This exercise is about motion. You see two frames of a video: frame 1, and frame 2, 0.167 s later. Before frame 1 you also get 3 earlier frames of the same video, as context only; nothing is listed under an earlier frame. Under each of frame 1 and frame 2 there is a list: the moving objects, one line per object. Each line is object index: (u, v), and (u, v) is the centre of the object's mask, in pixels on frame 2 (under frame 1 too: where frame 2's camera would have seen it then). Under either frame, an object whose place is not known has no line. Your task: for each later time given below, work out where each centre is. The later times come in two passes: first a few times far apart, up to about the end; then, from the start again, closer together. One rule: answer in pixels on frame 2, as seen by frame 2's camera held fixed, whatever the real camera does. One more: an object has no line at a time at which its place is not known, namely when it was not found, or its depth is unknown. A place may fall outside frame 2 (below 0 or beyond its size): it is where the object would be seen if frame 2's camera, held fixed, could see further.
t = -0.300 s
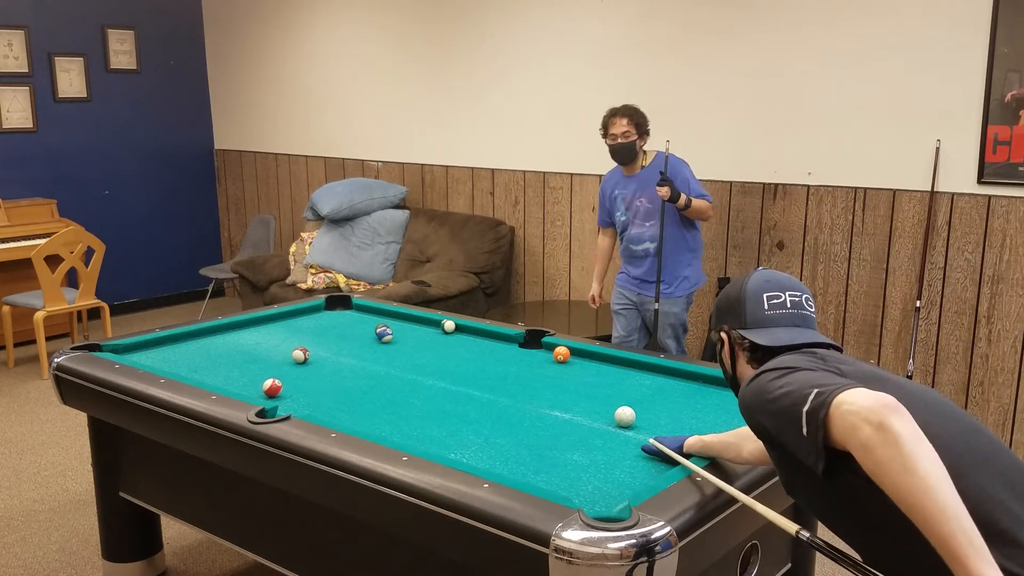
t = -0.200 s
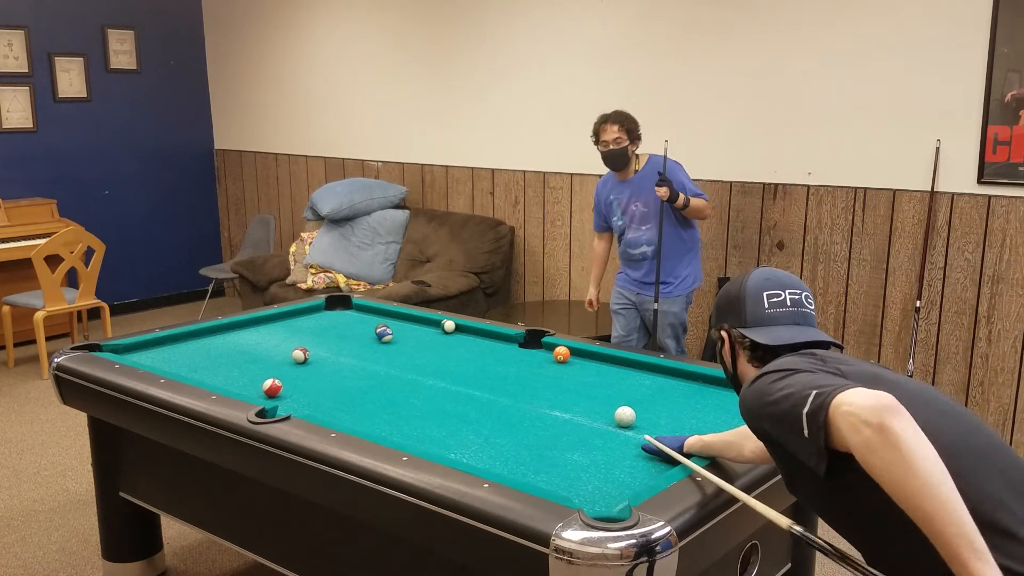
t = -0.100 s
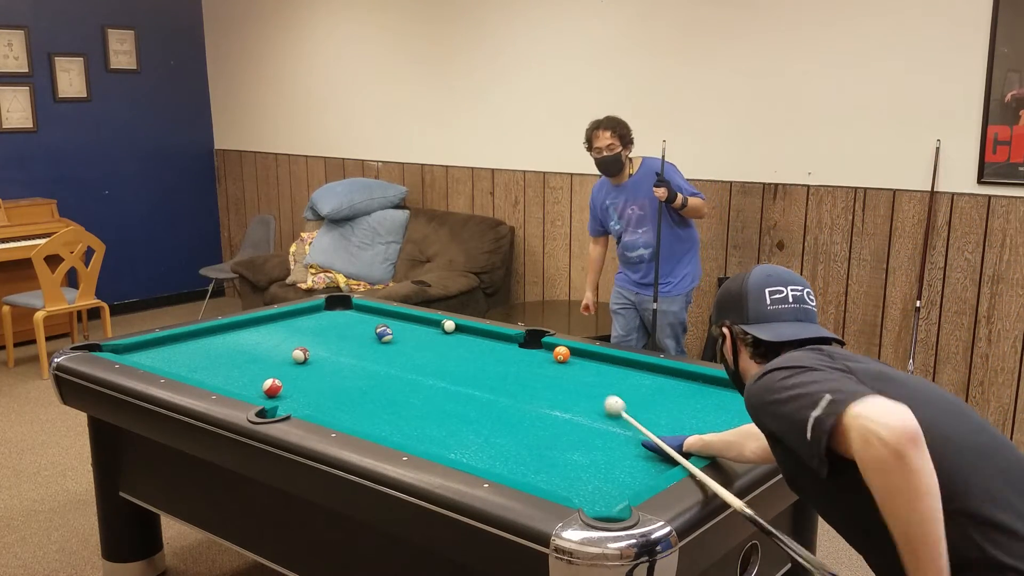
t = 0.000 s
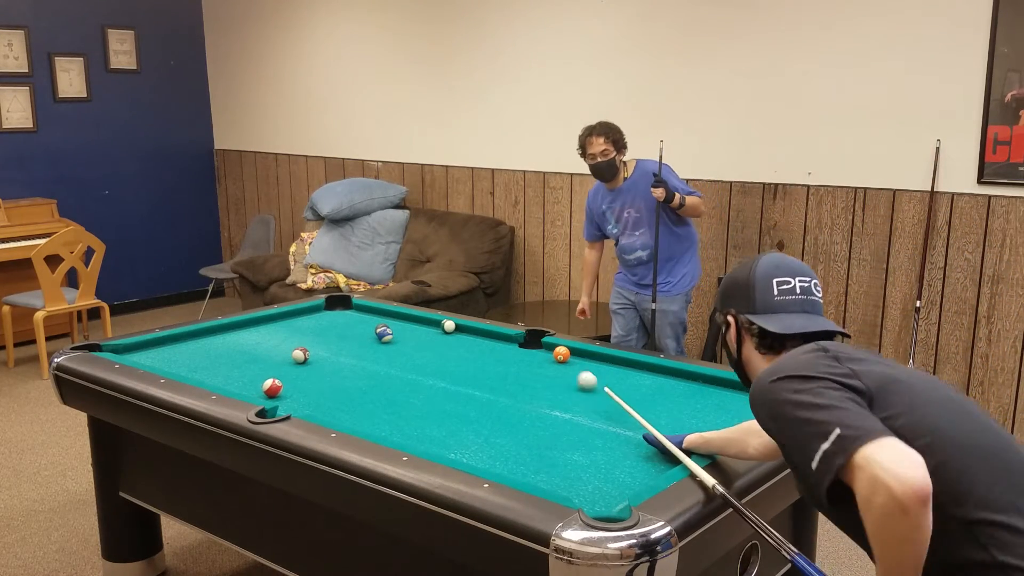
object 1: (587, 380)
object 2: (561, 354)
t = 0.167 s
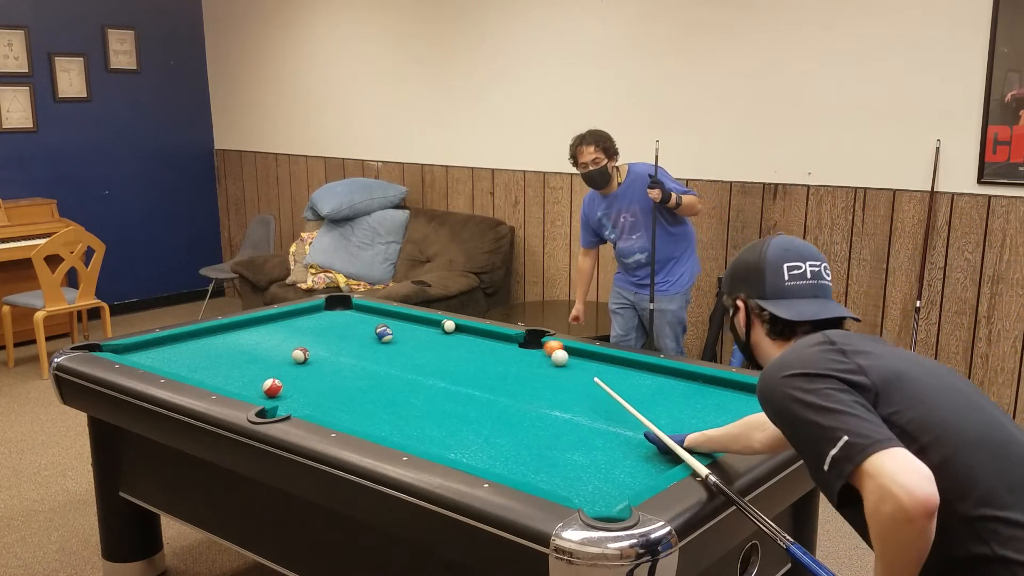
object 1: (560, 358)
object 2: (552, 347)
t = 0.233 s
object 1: (556, 357)
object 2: (528, 350)
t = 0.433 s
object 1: (544, 354)
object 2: (465, 352)
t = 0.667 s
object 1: (532, 351)
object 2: (394, 355)
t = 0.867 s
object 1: (522, 349)
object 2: (331, 358)
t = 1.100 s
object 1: (513, 347)
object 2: (260, 364)
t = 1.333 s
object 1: (505, 345)
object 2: (187, 370)
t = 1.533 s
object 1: (499, 344)
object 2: (197, 366)
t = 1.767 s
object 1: (494, 343)
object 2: (217, 359)
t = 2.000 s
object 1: (490, 341)
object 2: (234, 352)
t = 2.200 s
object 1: (488, 340)
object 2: (247, 347)
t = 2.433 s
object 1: (486, 340)
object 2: (261, 342)
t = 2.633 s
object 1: (486, 340)
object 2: (272, 338)
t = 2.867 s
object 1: (486, 340)
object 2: (282, 333)
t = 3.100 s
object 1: (486, 340)
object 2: (293, 329)
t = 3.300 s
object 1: (486, 340)
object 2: (300, 326)
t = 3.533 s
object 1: (486, 340)
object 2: (306, 323)
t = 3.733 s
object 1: (486, 340)
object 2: (311, 321)
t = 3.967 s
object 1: (486, 340)
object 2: (316, 319)
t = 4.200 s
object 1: (486, 340)
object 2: (321, 317)
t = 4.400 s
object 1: (486, 340)
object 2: (324, 315)
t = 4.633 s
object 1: (486, 340)
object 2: (327, 314)
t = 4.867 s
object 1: (486, 340)
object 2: (329, 312)
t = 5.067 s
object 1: (486, 340)
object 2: (329, 312)
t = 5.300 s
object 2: (329, 312)
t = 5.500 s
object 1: (486, 340)
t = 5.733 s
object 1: (486, 340)
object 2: (332, 311)
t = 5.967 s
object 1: (486, 340)
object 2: (329, 312)
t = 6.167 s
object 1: (486, 340)
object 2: (329, 312)
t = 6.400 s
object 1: (486, 340)
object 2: (329, 312)
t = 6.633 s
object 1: (486, 340)
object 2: (329, 312)
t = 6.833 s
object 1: (486, 340)
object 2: (329, 312)
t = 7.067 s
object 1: (486, 340)
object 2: (329, 312)
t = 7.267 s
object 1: (486, 340)
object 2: (329, 312)
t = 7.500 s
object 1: (486, 340)
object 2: (329, 312)
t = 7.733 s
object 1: (486, 340)
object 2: (329, 312)
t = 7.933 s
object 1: (486, 340)
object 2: (329, 312)
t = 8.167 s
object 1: (486, 340)
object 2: (329, 312)
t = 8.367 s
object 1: (486, 340)
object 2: (329, 312)
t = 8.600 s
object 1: (486, 340)
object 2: (329, 312)
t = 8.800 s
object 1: (486, 340)
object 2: (329, 312)
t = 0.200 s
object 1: (558, 357)
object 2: (541, 349)
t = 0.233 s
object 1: (556, 357)
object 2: (528, 350)
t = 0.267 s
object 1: (554, 356)
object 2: (517, 350)
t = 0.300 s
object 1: (552, 356)
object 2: (506, 350)
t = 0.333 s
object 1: (550, 355)
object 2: (495, 351)
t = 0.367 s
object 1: (548, 355)
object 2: (485, 351)
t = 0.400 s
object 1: (546, 354)
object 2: (475, 352)
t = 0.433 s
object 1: (544, 354)
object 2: (465, 352)
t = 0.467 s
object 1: (542, 354)
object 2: (454, 353)
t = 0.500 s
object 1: (541, 353)
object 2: (445, 353)
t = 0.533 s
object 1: (539, 353)
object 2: (434, 353)
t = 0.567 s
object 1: (537, 353)
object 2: (424, 354)
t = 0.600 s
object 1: (535, 352)
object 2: (414, 354)
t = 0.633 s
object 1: (534, 352)
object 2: (404, 355)
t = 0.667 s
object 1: (532, 351)
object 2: (394, 355)
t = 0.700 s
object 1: (530, 351)
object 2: (383, 356)
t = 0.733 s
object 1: (529, 351)
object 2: (373, 356)
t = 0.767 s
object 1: (527, 350)
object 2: (363, 357)
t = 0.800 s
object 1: (526, 350)
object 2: (352, 357)
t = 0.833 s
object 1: (524, 350)
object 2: (342, 358)
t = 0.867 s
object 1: (522, 349)
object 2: (331, 358)
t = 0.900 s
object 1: (521, 349)
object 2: (321, 359)
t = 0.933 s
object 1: (519, 349)
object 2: (312, 359)
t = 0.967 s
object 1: (518, 349)
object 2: (300, 359)
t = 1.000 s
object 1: (516, 348)
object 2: (290, 361)
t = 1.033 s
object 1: (515, 348)
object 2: (281, 362)
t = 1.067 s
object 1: (514, 348)
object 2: (270, 363)
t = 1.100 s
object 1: (513, 347)
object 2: (260, 364)
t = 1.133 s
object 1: (511, 347)
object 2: (250, 365)
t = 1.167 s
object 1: (510, 347)
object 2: (240, 366)
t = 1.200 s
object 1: (509, 346)
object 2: (229, 367)
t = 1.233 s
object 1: (508, 346)
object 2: (218, 369)
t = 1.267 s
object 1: (507, 346)
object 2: (208, 370)
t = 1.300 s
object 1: (506, 346)
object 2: (198, 371)
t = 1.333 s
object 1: (505, 345)
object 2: (187, 370)
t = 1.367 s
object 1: (504, 345)
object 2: (180, 369)
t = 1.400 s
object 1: (503, 345)
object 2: (184, 369)
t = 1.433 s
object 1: (502, 345)
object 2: (188, 369)
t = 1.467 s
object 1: (501, 344)
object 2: (191, 368)
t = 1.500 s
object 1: (500, 344)
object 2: (194, 368)
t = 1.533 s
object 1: (499, 344)
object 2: (197, 366)
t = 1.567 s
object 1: (499, 344)
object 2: (200, 365)
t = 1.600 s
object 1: (498, 344)
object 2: (203, 364)
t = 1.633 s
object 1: (497, 343)
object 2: (206, 363)
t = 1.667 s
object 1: (496, 343)
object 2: (209, 362)
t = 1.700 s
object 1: (495, 343)
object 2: (212, 361)
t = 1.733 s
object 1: (495, 343)
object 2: (214, 360)
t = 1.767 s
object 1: (494, 343)
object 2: (217, 359)
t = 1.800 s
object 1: (493, 342)
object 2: (220, 358)
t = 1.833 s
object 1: (493, 342)
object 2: (222, 357)
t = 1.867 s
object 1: (492, 342)
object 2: (225, 356)
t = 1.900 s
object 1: (492, 342)
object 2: (227, 355)
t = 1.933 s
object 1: (491, 342)
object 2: (229, 354)
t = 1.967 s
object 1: (491, 341)
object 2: (232, 353)
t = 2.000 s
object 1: (490, 341)
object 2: (234, 352)
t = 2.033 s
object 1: (490, 341)
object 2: (236, 351)
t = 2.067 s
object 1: (489, 341)
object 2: (238, 351)
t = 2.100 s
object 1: (489, 341)
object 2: (241, 350)
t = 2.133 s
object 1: (489, 341)
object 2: (243, 349)
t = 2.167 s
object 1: (488, 341)
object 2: (245, 348)
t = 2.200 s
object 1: (488, 340)
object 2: (247, 347)
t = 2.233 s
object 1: (488, 340)
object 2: (249, 346)
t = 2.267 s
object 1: (488, 340)
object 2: (251, 345)
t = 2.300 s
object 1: (487, 340)
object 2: (253, 345)
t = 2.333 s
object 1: (487, 340)
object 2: (255, 344)
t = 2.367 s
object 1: (487, 340)
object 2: (257, 343)
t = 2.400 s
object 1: (486, 340)
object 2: (259, 342)
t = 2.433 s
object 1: (486, 340)
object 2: (261, 342)
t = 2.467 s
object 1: (486, 340)
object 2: (263, 341)
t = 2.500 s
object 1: (486, 340)
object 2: (265, 340)
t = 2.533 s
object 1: (486, 340)
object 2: (267, 340)
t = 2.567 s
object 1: (486, 340)
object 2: (268, 339)
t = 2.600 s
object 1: (486, 340)
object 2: (270, 338)
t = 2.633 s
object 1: (486, 340)
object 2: (272, 338)
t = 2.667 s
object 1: (486, 339)
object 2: (273, 337)
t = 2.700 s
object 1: (485, 340)
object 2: (275, 336)
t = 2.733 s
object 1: (485, 339)
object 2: (277, 335)
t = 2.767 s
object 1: (486, 340)
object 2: (278, 335)
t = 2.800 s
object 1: (486, 340)
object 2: (280, 334)
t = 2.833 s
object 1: (486, 340)
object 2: (281, 333)
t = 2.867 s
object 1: (486, 340)
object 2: (282, 333)
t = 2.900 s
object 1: (486, 340)
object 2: (284, 332)
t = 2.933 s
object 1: (486, 340)
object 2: (285, 332)
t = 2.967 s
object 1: (486, 340)
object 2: (287, 331)
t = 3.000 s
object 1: (486, 340)
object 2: (289, 331)
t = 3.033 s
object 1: (486, 340)
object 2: (290, 330)
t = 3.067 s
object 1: (486, 340)
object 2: (292, 330)
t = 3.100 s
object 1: (486, 340)
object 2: (293, 329)
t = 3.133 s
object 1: (486, 340)
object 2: (294, 329)
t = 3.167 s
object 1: (486, 340)
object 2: (295, 329)
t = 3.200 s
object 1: (486, 340)
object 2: (296, 328)
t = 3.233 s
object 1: (486, 340)
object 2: (298, 328)
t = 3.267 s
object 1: (486, 340)
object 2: (299, 327)
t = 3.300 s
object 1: (486, 340)
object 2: (300, 326)
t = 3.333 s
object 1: (486, 340)
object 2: (301, 326)
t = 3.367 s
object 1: (486, 340)
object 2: (302, 326)
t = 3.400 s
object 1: (486, 340)
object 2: (303, 325)
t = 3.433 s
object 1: (486, 340)
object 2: (304, 325)
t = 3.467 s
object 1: (486, 340)
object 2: (305, 324)
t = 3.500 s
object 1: (486, 340)
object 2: (306, 324)
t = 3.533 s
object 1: (486, 340)
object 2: (306, 323)
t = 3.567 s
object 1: (486, 340)
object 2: (307, 323)
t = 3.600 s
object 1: (486, 340)
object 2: (308, 323)
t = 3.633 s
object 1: (486, 340)
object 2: (309, 322)
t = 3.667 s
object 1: (486, 340)
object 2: (310, 322)
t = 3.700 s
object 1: (486, 340)
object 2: (311, 321)
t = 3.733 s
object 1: (486, 340)
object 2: (311, 321)
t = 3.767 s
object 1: (486, 340)
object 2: (312, 321)
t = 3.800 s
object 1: (486, 340)
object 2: (313, 320)
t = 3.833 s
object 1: (486, 340)
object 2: (314, 320)
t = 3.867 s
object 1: (486, 340)
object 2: (314, 320)
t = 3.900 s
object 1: (486, 340)
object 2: (315, 319)
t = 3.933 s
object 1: (486, 340)
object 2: (316, 319)
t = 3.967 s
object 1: (486, 340)
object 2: (316, 319)
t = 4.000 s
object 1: (486, 340)
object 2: (317, 319)
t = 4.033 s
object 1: (486, 340)
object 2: (318, 318)
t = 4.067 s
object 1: (486, 340)
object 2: (318, 318)
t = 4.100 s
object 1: (486, 340)
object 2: (319, 318)
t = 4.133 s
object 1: (486, 340)
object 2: (319, 317)
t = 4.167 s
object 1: (486, 340)
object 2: (320, 317)
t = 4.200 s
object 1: (486, 340)
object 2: (321, 317)
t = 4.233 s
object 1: (486, 340)
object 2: (321, 316)
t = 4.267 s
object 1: (486, 340)
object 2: (322, 316)
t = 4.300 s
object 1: (486, 340)
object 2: (322, 316)
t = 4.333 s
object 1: (486, 340)
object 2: (323, 316)
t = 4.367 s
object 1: (486, 340)
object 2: (324, 316)
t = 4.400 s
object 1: (486, 340)
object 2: (324, 315)
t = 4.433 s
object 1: (486, 340)
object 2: (324, 315)
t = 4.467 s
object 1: (486, 340)
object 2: (325, 315)
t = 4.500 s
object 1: (486, 340)
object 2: (325, 315)
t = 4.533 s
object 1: (486, 340)
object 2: (326, 314)
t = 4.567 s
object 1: (486, 340)
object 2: (326, 314)
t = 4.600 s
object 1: (486, 340)
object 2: (326, 314)
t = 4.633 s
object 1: (486, 340)
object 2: (327, 314)
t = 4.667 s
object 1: (486, 340)
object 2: (327, 314)
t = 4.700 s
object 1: (486, 340)
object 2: (327, 313)
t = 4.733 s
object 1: (486, 340)
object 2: (327, 313)
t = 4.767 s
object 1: (486, 340)
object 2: (327, 313)
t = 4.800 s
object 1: (486, 340)
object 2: (328, 313)
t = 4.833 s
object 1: (486, 340)
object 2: (328, 313)
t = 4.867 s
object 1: (486, 340)
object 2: (329, 312)
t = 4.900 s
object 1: (486, 340)
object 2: (328, 313)
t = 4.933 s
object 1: (486, 340)
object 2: (328, 313)
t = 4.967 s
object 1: (486, 340)
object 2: (328, 312)
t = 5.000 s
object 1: (486, 340)
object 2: (328, 312)
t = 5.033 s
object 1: (486, 340)
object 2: (328, 312)
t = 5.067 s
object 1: (486, 340)
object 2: (329, 312)
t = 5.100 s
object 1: (486, 340)
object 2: (329, 312)
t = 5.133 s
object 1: (486, 340)
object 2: (329, 312)
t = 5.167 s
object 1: (486, 340)
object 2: (329, 312)
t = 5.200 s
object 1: (486, 340)
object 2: (329, 312)
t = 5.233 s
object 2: (329, 312)
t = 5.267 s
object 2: (329, 312)
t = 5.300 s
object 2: (329, 312)
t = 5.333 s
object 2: (329, 312)
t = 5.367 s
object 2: (329, 311)
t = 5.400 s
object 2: (329, 311)
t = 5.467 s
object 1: (486, 340)
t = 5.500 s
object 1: (486, 340)
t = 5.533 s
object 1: (486, 340)
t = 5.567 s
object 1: (486, 340)
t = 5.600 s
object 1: (486, 340)
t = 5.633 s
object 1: (486, 340)
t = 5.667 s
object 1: (486, 340)
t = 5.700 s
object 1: (486, 340)
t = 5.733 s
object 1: (486, 340)
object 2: (332, 311)
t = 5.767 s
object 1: (486, 340)
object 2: (330, 312)
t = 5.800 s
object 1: (486, 340)
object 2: (329, 312)
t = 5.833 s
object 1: (486, 340)
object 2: (329, 312)
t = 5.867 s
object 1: (486, 340)
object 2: (329, 312)
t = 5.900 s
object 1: (486, 340)
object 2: (330, 312)
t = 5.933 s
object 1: (486, 340)
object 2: (329, 312)
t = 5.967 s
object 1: (486, 340)
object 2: (329, 312)
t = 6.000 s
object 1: (486, 340)
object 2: (329, 312)
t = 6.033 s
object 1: (486, 340)
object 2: (329, 312)
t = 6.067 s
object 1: (486, 340)
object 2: (329, 312)
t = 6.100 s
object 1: (486, 340)
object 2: (329, 312)
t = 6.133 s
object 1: (486, 340)
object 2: (329, 312)
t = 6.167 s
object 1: (486, 340)
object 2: (329, 312)
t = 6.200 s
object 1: (486, 340)
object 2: (329, 312)
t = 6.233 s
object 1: (486, 340)
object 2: (329, 312)
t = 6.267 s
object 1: (486, 340)
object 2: (329, 312)
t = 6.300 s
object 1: (486, 340)
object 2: (329, 312)
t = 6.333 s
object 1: (486, 340)
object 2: (329, 312)
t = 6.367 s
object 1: (486, 340)
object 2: (329, 312)
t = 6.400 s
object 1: (486, 340)
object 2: (329, 312)
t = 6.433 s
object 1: (486, 340)
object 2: (329, 312)
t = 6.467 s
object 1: (486, 340)
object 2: (329, 312)
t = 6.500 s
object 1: (486, 340)
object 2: (329, 312)
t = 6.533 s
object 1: (486, 340)
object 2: (329, 312)
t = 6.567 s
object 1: (486, 340)
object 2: (329, 312)
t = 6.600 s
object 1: (486, 340)
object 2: (329, 312)
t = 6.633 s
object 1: (486, 340)
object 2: (329, 312)
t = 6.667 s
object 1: (486, 340)
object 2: (329, 312)
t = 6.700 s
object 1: (486, 340)
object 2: (329, 312)
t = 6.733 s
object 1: (486, 340)
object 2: (329, 312)
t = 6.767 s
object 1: (486, 340)
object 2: (329, 312)
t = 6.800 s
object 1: (486, 340)
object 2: (329, 312)
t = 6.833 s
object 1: (486, 340)
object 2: (329, 312)
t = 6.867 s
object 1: (486, 340)
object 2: (329, 312)
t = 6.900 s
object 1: (486, 340)
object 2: (329, 312)
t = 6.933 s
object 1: (486, 340)
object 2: (329, 312)
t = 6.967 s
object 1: (486, 340)
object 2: (329, 312)
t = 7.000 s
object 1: (486, 340)
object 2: (329, 312)
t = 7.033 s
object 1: (486, 340)
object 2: (329, 312)
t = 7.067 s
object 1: (486, 340)
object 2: (329, 312)
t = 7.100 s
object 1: (486, 340)
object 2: (329, 312)
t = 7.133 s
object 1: (486, 340)
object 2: (329, 312)
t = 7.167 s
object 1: (486, 340)
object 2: (329, 312)
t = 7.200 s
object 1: (486, 340)
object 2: (329, 312)
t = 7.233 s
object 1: (486, 340)
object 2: (329, 312)
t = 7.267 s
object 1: (486, 340)
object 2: (329, 312)
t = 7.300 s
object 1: (486, 340)
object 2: (329, 312)
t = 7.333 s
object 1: (486, 340)
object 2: (329, 312)
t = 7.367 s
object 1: (486, 340)
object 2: (329, 312)
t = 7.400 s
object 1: (486, 340)
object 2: (329, 312)
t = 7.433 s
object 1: (486, 340)
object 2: (329, 312)
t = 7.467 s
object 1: (486, 340)
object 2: (329, 312)
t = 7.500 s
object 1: (486, 340)
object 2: (329, 312)
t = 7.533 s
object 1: (486, 340)
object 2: (329, 312)
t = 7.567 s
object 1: (486, 340)
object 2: (329, 312)
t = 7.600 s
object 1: (486, 340)
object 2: (329, 312)
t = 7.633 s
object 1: (486, 340)
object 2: (329, 312)
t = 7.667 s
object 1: (486, 340)
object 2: (329, 312)
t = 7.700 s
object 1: (486, 340)
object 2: (329, 312)
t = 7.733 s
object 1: (486, 340)
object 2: (329, 312)
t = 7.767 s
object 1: (486, 340)
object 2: (329, 312)
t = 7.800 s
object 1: (486, 340)
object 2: (329, 312)
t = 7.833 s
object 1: (486, 340)
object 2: (329, 312)
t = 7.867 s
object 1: (486, 340)
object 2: (329, 312)
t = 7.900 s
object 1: (486, 340)
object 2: (329, 312)
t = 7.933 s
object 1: (486, 340)
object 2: (329, 312)
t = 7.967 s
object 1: (486, 340)
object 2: (329, 312)
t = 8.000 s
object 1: (486, 340)
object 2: (329, 312)
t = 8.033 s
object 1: (486, 340)
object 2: (329, 312)
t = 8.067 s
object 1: (486, 340)
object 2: (329, 312)
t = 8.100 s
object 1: (486, 340)
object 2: (329, 312)
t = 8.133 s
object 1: (486, 340)
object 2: (329, 312)
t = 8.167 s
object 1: (486, 340)
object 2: (329, 312)
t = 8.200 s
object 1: (486, 340)
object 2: (329, 312)
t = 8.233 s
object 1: (486, 340)
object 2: (329, 312)
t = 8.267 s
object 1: (486, 340)
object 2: (329, 312)
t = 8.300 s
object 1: (486, 340)
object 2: (329, 312)
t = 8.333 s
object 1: (486, 340)
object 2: (329, 312)
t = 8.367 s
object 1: (486, 340)
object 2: (329, 312)
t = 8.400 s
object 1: (486, 340)
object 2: (329, 312)
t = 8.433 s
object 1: (486, 340)
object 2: (329, 312)
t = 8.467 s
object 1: (486, 340)
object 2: (329, 312)
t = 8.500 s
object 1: (486, 340)
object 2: (329, 312)
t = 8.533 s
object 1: (486, 340)
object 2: (329, 312)
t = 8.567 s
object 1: (486, 340)
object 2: (329, 312)
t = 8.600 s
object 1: (486, 340)
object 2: (329, 312)
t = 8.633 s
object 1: (486, 340)
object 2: (329, 312)
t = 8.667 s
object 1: (486, 340)
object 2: (329, 312)
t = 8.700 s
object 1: (486, 340)
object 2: (329, 312)
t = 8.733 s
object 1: (486, 340)
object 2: (329, 312)
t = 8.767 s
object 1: (486, 340)
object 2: (329, 312)
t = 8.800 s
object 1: (486, 340)
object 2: (329, 312)
